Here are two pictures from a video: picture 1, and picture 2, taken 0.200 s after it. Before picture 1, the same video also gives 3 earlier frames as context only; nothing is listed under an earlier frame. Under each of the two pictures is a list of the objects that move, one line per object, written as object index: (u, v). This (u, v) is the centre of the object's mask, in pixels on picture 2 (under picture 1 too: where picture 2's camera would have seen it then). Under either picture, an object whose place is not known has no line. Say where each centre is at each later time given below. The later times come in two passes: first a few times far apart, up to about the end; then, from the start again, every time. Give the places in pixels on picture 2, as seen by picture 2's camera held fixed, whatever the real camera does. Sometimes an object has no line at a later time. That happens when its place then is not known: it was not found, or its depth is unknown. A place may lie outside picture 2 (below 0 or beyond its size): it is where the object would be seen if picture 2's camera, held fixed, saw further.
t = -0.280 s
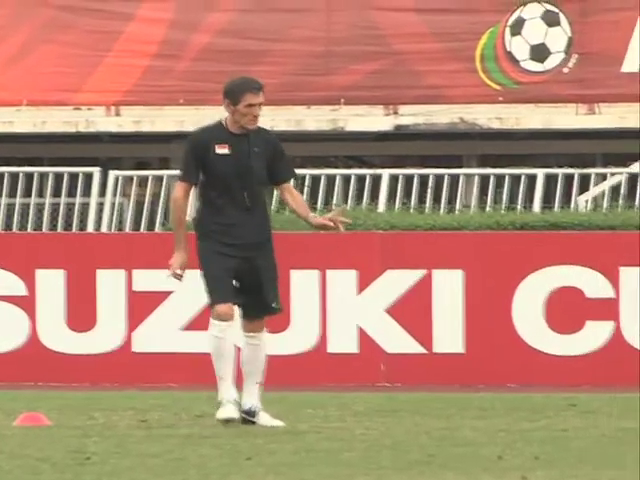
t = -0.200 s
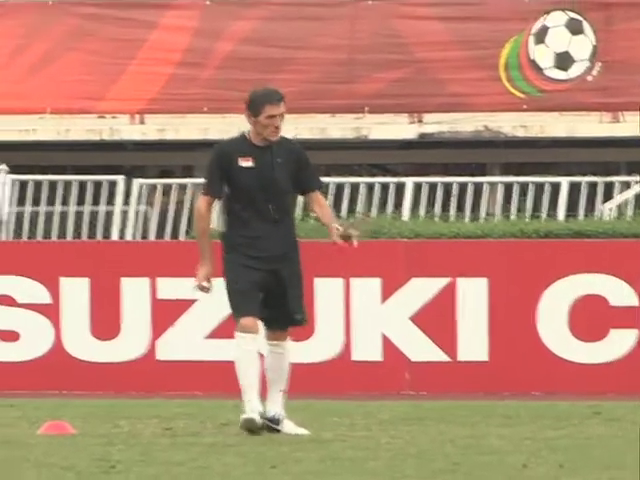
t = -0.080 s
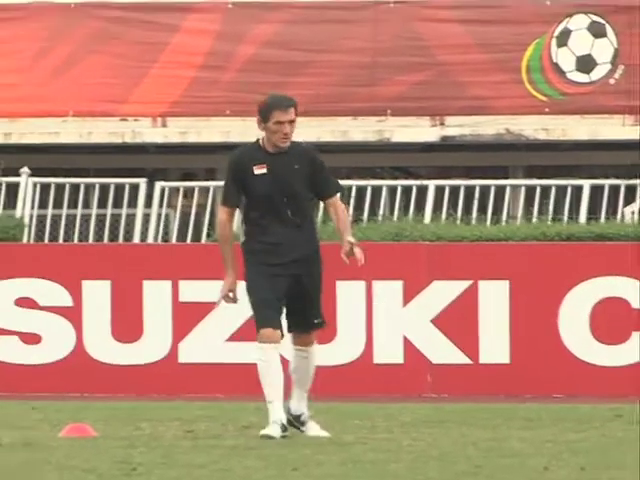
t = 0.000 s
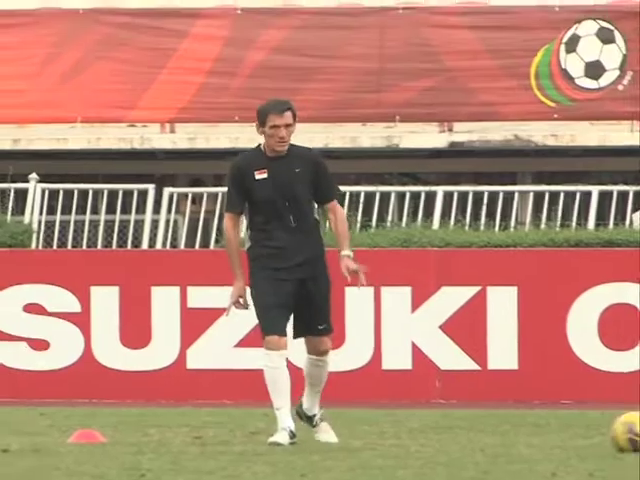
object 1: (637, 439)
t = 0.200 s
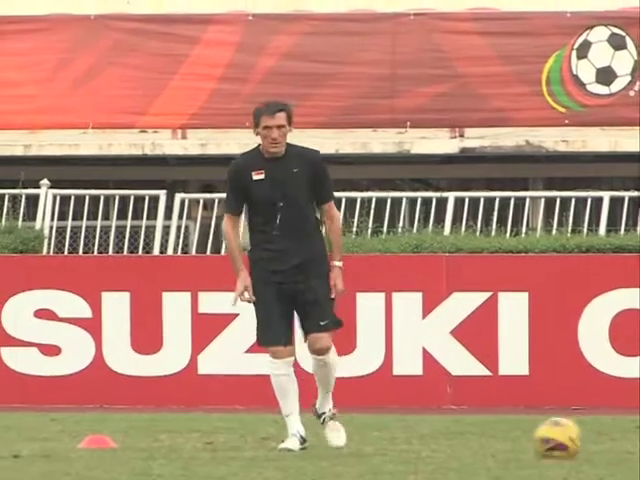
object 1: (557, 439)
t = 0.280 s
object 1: (523, 437)
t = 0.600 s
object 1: (400, 436)
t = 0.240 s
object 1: (540, 437)
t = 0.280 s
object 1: (523, 437)
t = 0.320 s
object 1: (506, 438)
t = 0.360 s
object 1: (488, 438)
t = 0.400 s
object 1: (474, 436)
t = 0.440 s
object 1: (459, 435)
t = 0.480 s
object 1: (444, 437)
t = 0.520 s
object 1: (429, 438)
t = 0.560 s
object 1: (414, 436)
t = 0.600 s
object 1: (400, 436)
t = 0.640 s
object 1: (384, 438)
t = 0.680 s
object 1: (370, 438)
